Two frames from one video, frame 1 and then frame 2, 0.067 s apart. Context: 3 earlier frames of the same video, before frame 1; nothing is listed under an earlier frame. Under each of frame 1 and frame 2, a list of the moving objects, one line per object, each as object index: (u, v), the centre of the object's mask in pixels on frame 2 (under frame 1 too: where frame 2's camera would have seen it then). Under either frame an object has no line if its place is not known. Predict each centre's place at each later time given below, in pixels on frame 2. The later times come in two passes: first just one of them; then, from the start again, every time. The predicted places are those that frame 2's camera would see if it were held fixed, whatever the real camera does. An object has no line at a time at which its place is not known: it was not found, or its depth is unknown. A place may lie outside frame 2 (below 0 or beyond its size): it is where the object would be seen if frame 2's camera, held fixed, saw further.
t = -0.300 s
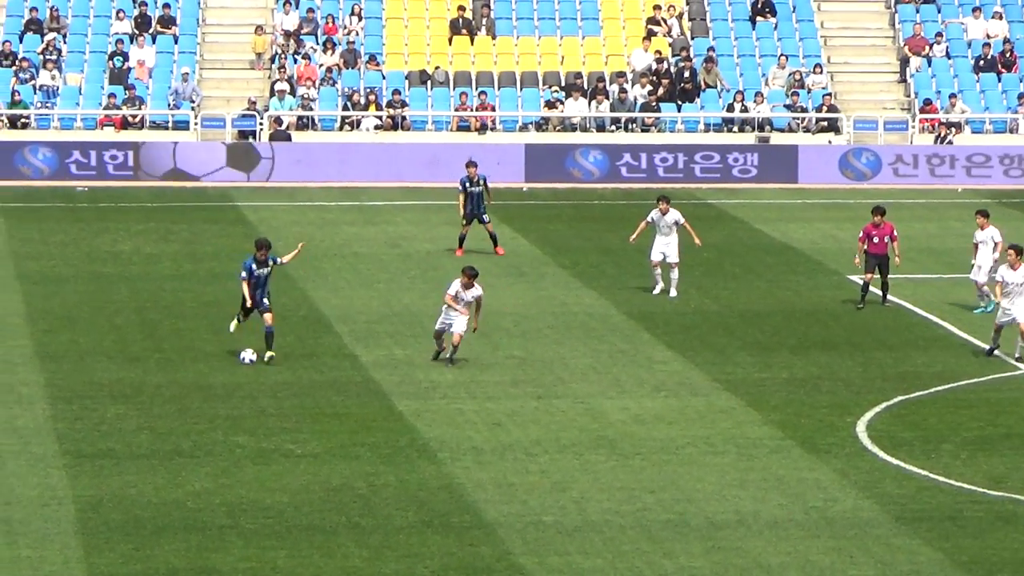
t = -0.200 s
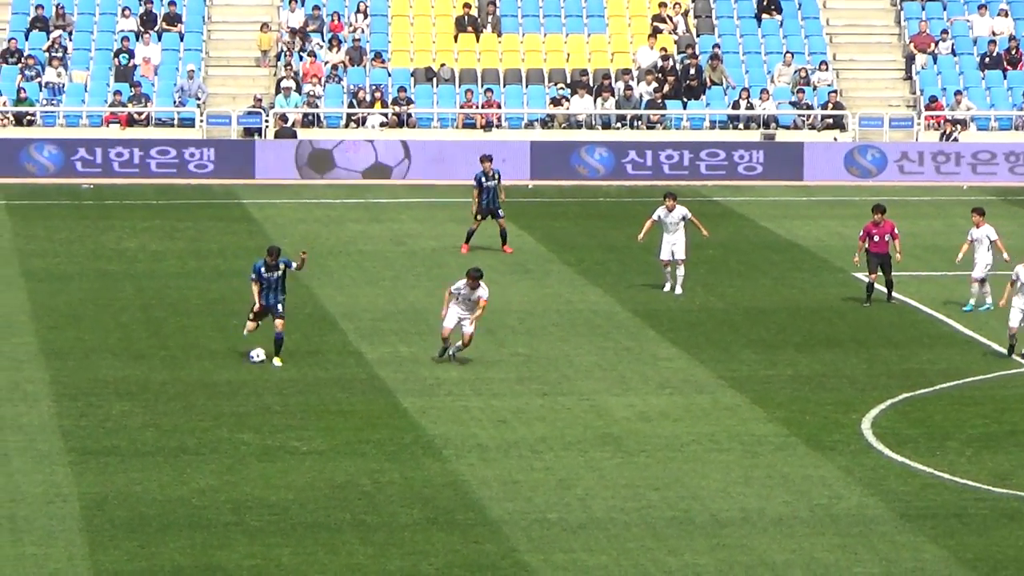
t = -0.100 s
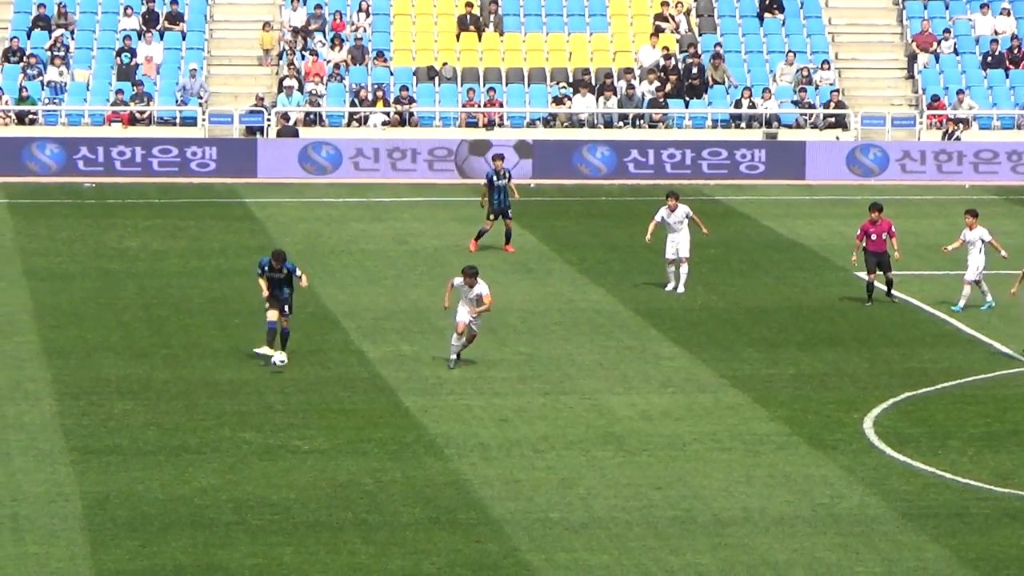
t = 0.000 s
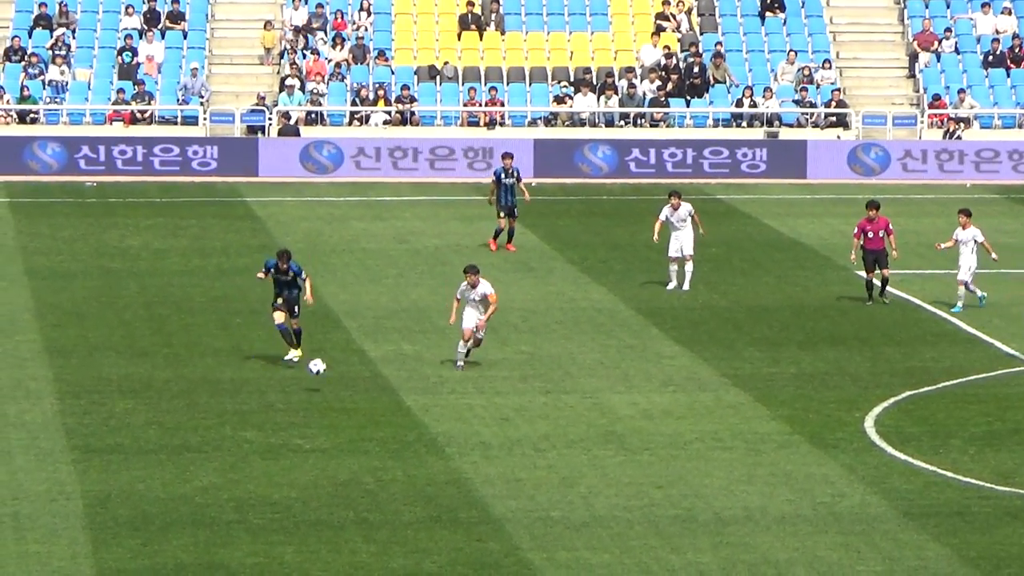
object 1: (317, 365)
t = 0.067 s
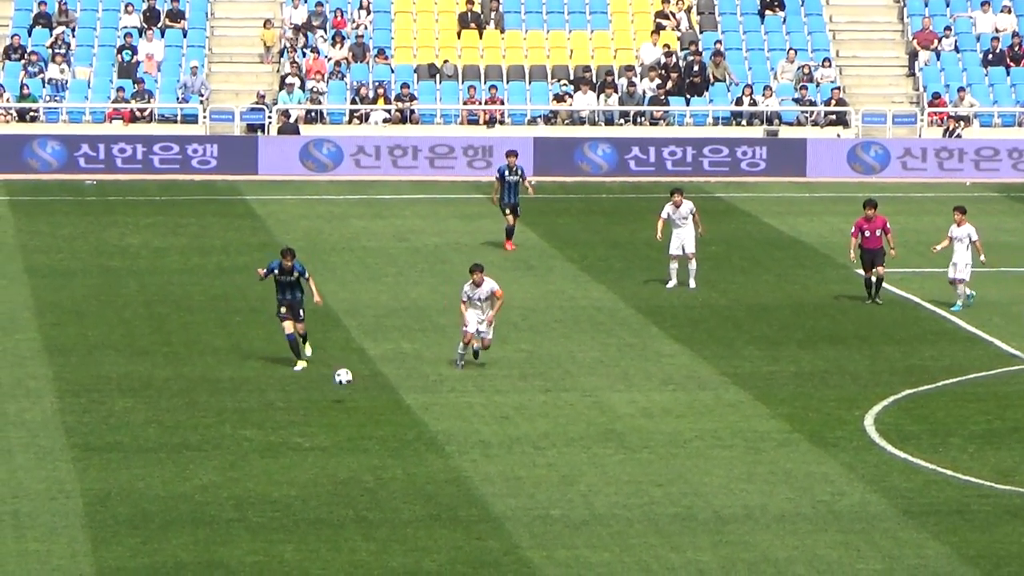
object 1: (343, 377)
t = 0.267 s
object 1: (437, 438)
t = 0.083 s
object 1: (351, 381)
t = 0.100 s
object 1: (358, 384)
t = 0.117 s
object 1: (365, 389)
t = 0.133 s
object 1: (373, 393)
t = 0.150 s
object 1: (380, 398)
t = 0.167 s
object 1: (388, 403)
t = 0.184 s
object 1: (396, 409)
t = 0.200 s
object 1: (404, 415)
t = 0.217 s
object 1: (412, 421)
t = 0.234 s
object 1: (421, 428)
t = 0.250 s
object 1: (428, 434)
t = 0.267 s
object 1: (437, 438)
